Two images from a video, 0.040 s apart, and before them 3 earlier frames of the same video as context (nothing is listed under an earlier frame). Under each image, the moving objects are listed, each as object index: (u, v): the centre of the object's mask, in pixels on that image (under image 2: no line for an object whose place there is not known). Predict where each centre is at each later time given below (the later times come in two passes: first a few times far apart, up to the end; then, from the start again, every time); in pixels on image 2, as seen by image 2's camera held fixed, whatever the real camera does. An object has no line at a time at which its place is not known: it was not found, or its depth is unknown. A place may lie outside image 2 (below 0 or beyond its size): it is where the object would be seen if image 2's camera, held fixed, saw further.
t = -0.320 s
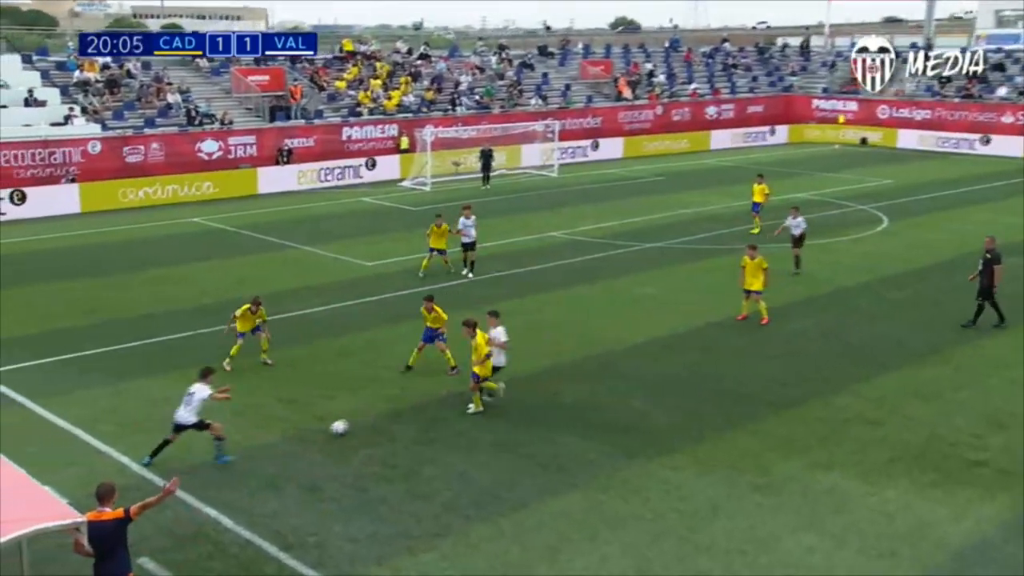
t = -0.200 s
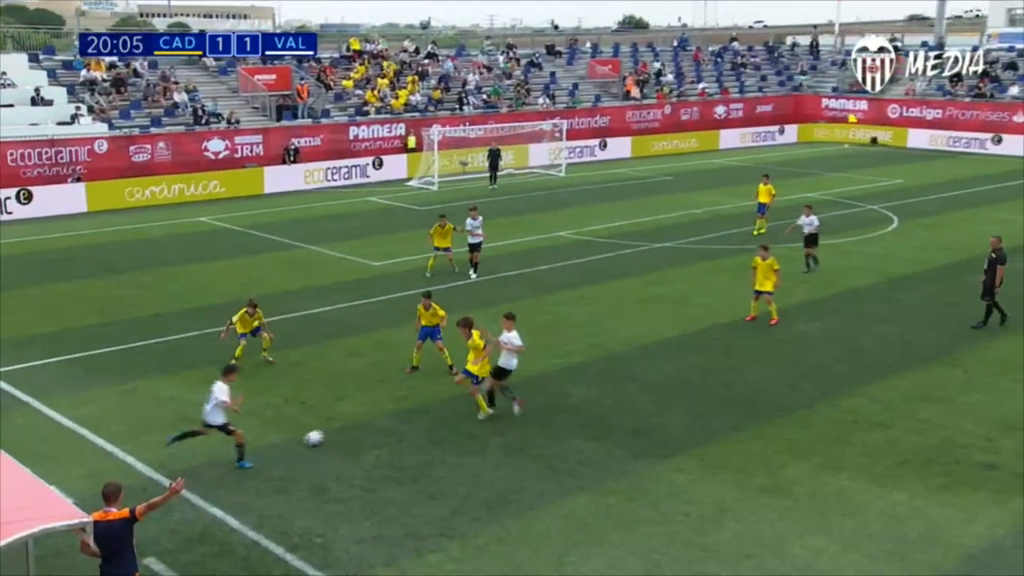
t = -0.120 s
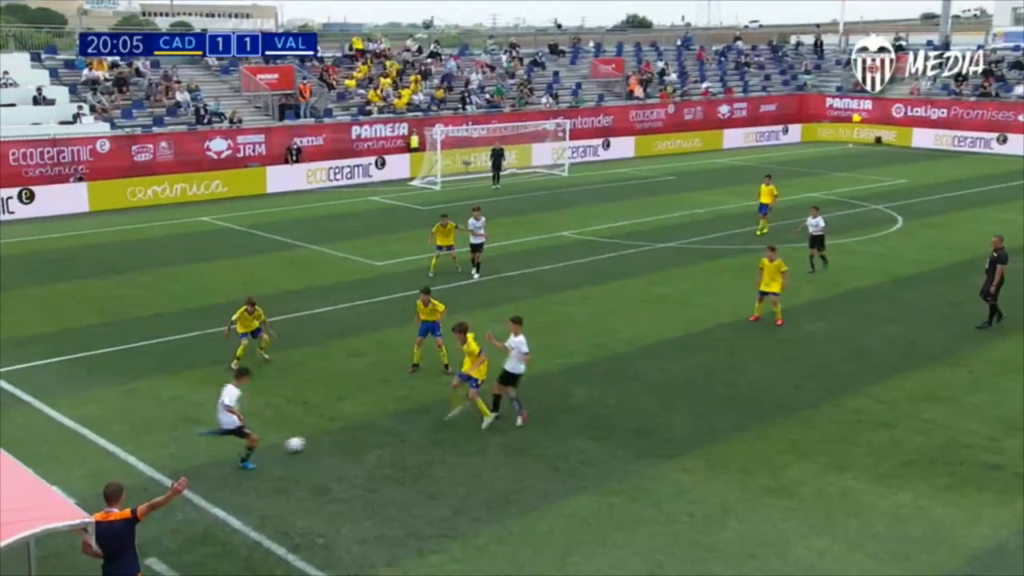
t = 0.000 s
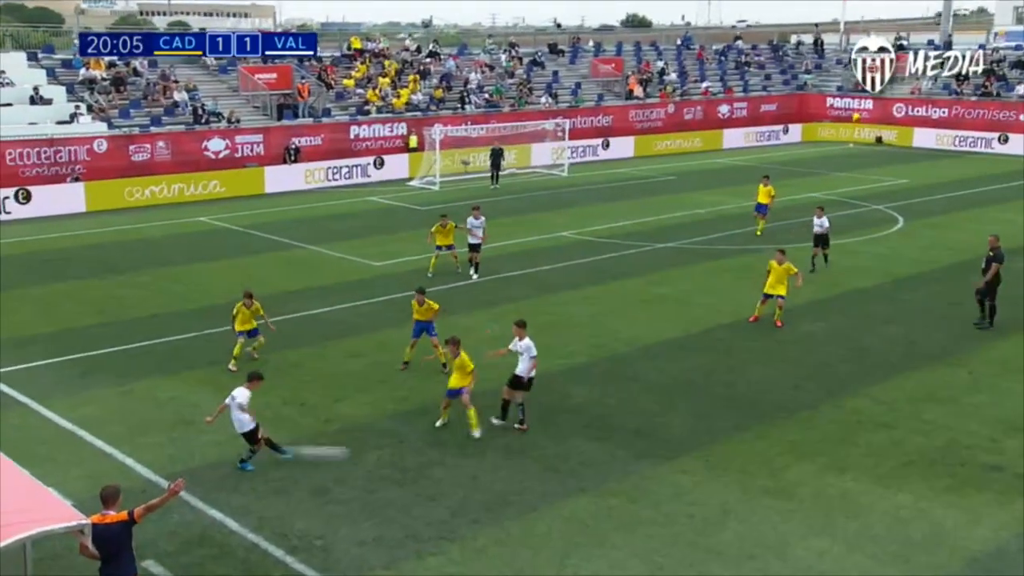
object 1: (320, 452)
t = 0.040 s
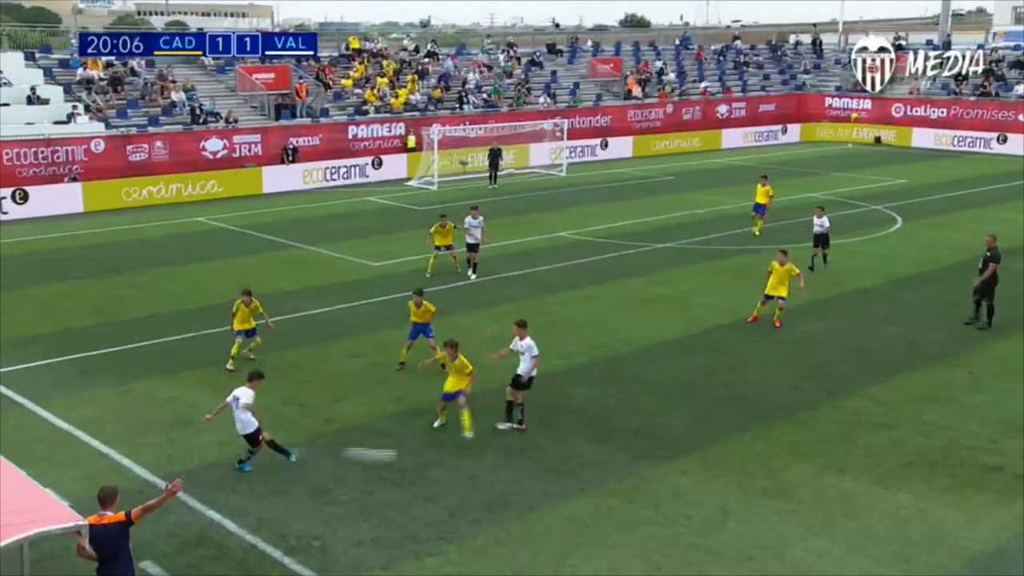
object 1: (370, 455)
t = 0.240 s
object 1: (634, 480)
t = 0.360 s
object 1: (791, 493)
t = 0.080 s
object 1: (421, 457)
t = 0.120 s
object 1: (474, 461)
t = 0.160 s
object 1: (526, 467)
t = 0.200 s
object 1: (580, 473)
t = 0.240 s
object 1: (634, 480)
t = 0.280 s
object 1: (688, 487)
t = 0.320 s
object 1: (738, 489)
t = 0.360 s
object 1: (791, 493)
